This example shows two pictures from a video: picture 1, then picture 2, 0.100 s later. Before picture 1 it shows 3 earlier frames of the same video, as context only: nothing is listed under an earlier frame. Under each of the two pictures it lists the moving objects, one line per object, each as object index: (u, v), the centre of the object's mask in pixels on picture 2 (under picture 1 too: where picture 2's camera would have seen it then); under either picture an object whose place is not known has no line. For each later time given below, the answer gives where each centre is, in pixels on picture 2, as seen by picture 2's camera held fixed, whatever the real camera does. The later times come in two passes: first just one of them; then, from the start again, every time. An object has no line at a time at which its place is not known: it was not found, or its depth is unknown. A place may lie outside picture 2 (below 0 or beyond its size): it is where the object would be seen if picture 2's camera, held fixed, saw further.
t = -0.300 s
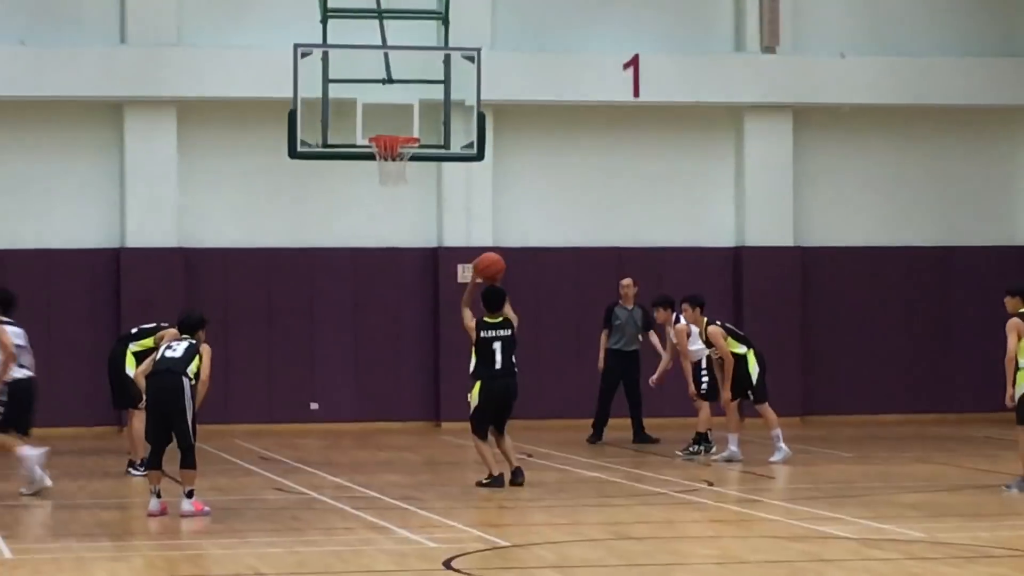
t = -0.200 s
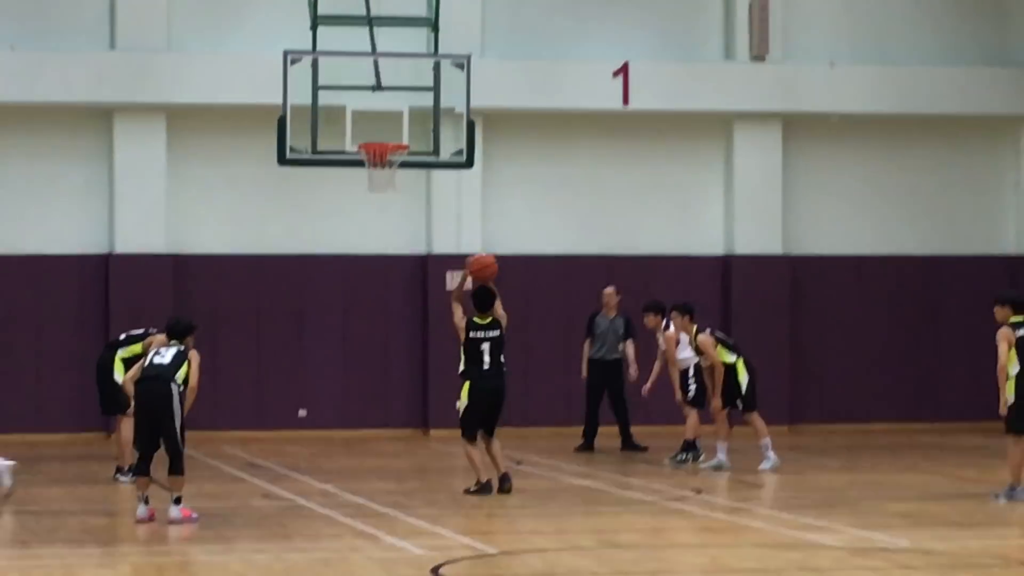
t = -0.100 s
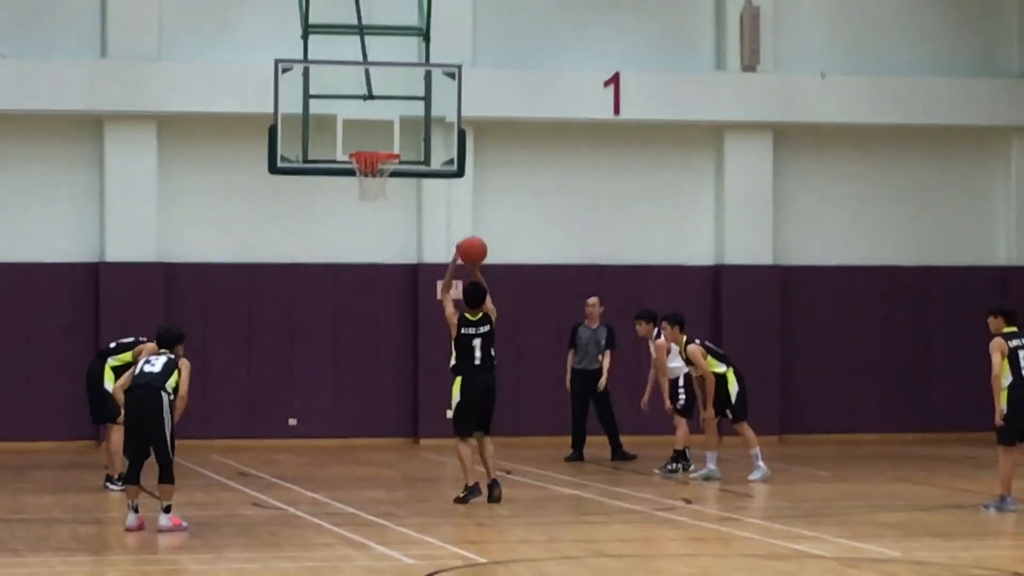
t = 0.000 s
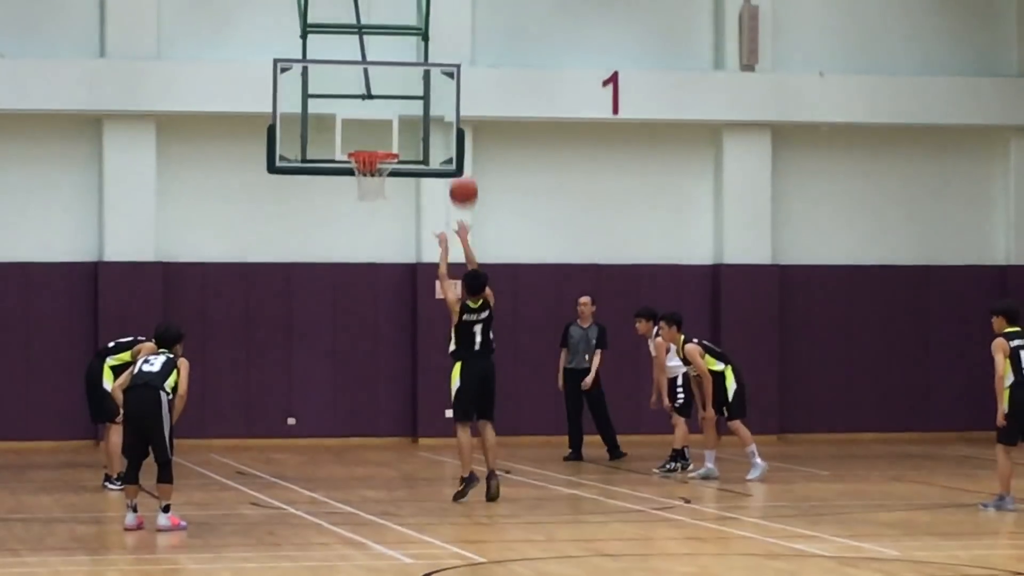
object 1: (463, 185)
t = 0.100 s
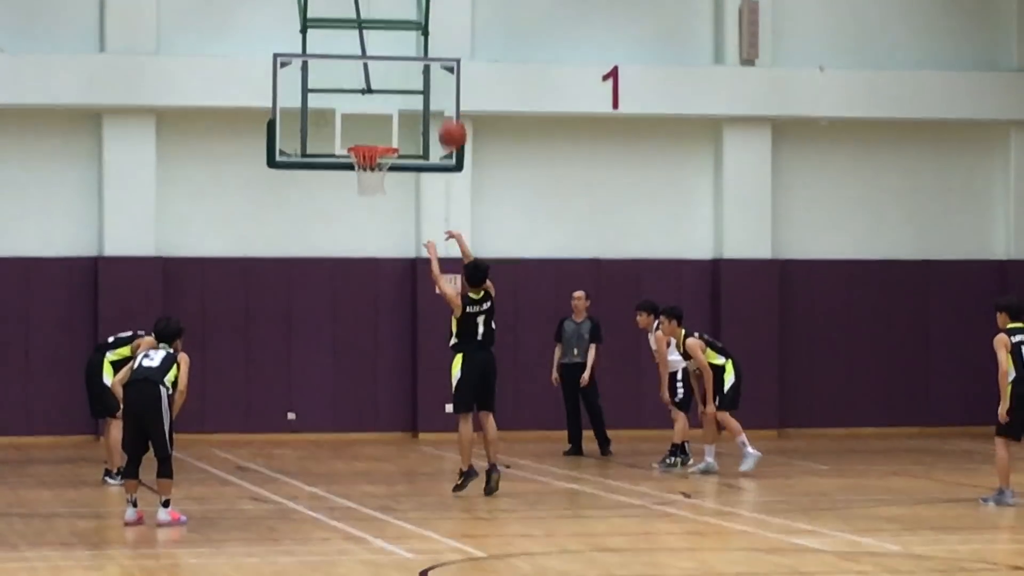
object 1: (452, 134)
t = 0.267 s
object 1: (435, 81)
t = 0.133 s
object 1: (449, 122)
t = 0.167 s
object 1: (446, 110)
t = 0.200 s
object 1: (442, 98)
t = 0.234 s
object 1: (439, 89)
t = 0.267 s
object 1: (435, 81)
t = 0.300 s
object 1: (432, 73)
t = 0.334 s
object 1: (429, 68)
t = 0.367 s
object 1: (425, 64)
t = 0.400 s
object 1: (422, 60)
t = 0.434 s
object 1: (419, 58)
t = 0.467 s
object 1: (415, 57)
